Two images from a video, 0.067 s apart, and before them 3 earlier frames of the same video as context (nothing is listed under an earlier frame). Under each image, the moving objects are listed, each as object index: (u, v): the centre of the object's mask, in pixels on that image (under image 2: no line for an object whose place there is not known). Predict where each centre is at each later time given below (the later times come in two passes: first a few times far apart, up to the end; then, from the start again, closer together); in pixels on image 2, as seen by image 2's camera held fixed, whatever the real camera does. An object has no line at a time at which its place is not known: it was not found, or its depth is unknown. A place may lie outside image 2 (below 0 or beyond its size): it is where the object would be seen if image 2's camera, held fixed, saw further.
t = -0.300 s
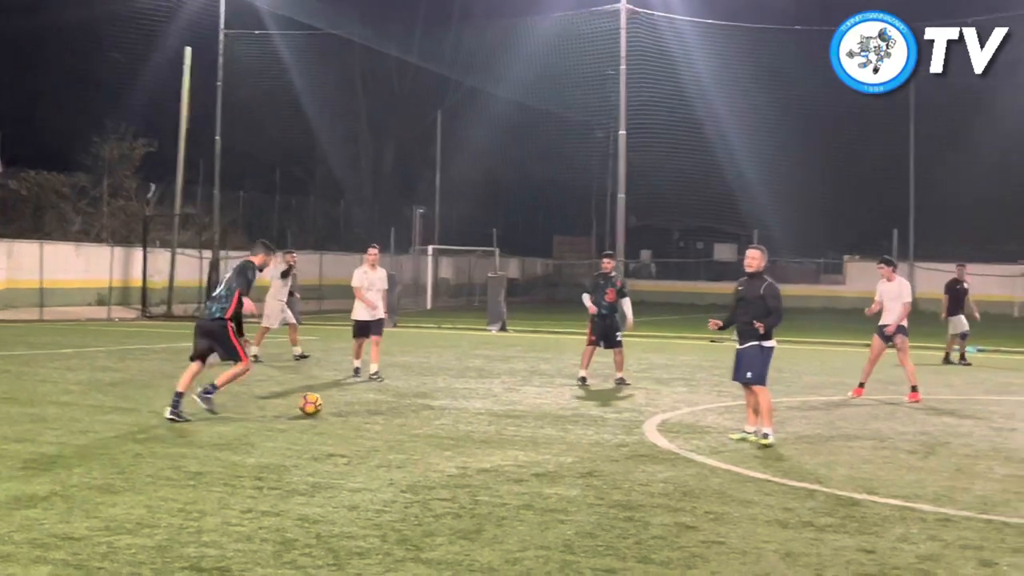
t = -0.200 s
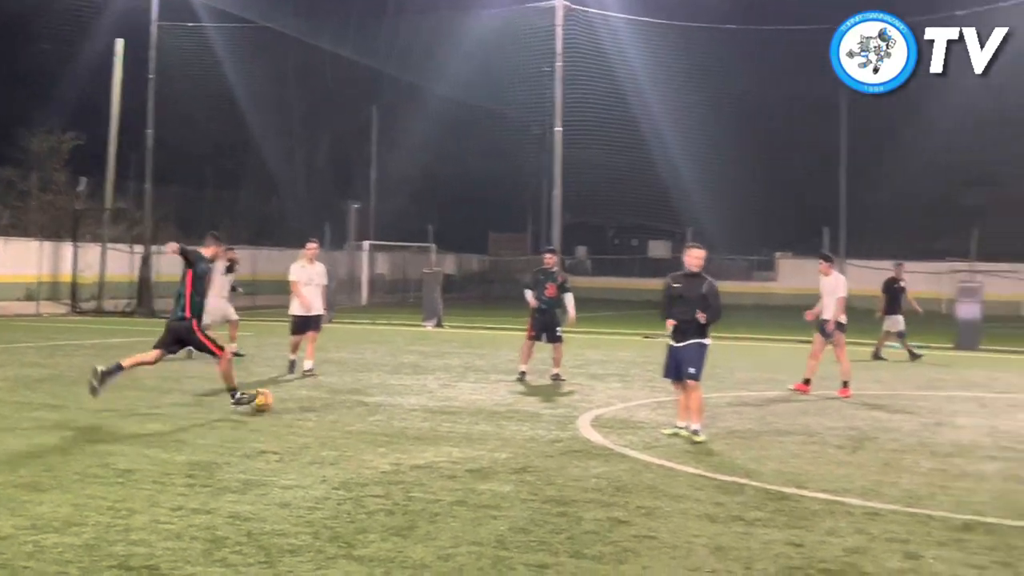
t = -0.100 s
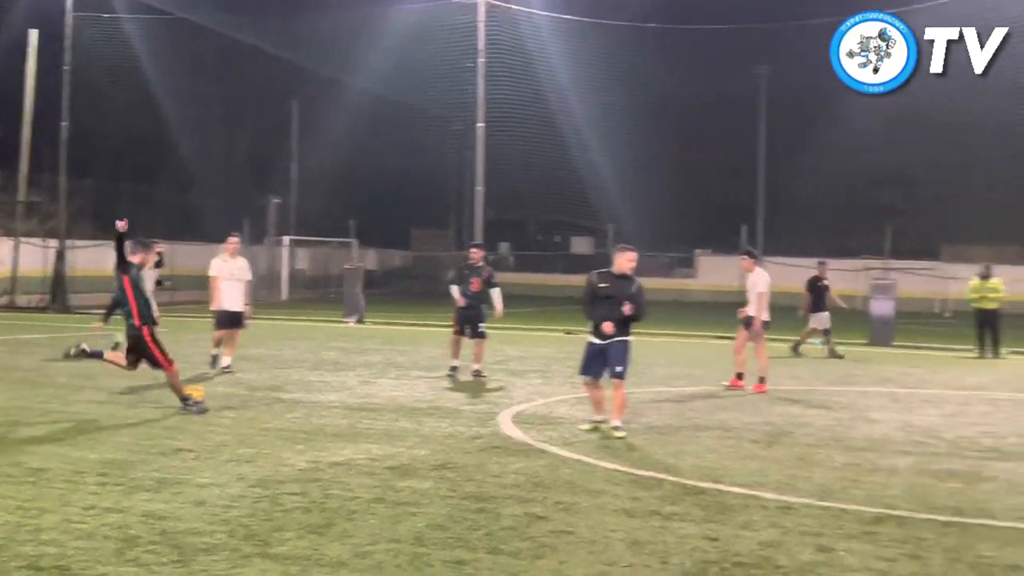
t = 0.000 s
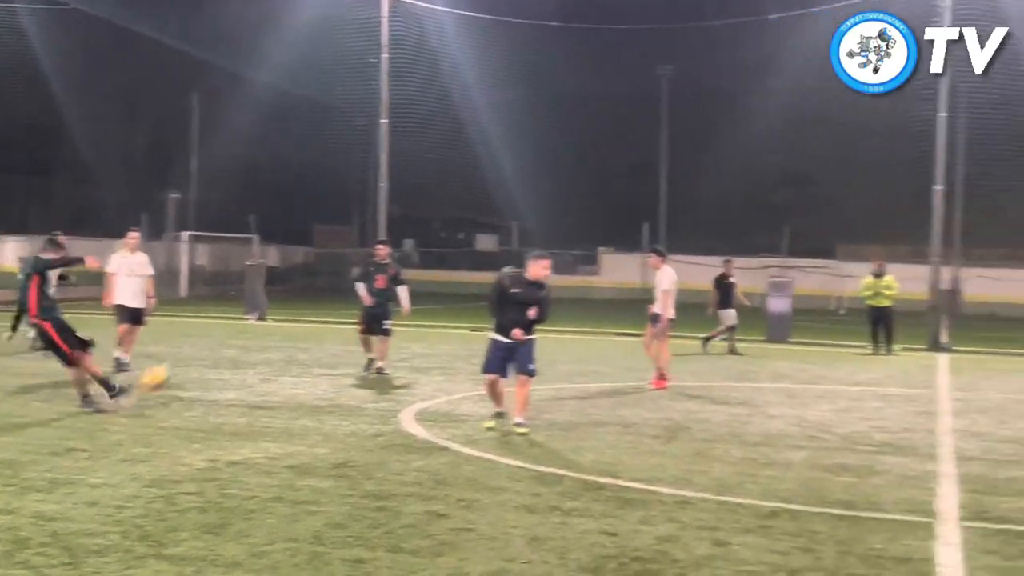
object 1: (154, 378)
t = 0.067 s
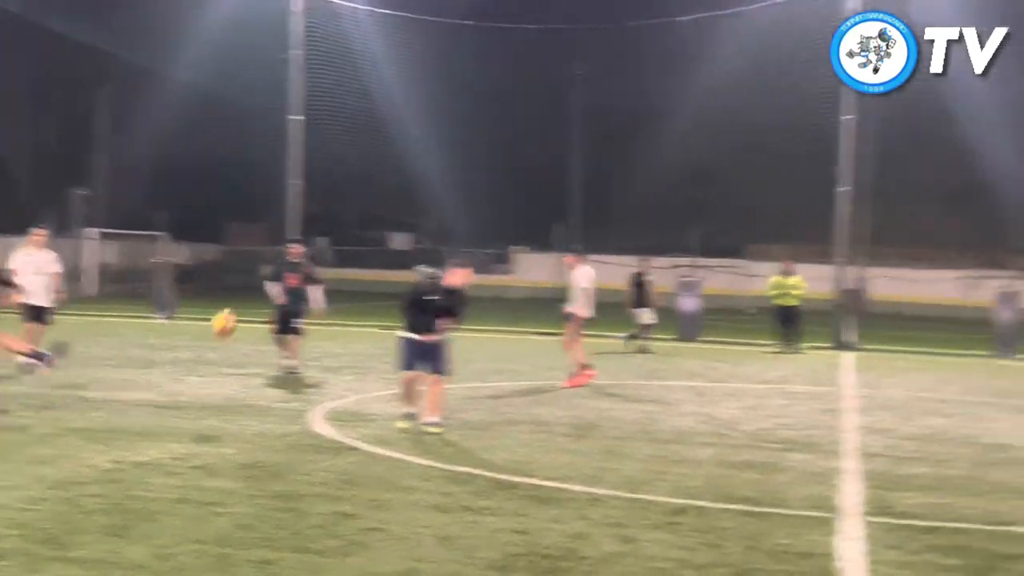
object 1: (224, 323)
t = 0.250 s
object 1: (656, 198)
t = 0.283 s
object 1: (732, 178)
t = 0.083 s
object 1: (264, 310)
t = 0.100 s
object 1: (305, 297)
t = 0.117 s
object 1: (344, 284)
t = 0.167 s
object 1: (463, 249)
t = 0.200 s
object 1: (541, 228)
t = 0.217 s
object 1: (581, 218)
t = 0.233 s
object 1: (619, 208)
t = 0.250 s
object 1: (656, 198)
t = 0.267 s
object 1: (694, 189)
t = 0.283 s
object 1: (732, 178)
